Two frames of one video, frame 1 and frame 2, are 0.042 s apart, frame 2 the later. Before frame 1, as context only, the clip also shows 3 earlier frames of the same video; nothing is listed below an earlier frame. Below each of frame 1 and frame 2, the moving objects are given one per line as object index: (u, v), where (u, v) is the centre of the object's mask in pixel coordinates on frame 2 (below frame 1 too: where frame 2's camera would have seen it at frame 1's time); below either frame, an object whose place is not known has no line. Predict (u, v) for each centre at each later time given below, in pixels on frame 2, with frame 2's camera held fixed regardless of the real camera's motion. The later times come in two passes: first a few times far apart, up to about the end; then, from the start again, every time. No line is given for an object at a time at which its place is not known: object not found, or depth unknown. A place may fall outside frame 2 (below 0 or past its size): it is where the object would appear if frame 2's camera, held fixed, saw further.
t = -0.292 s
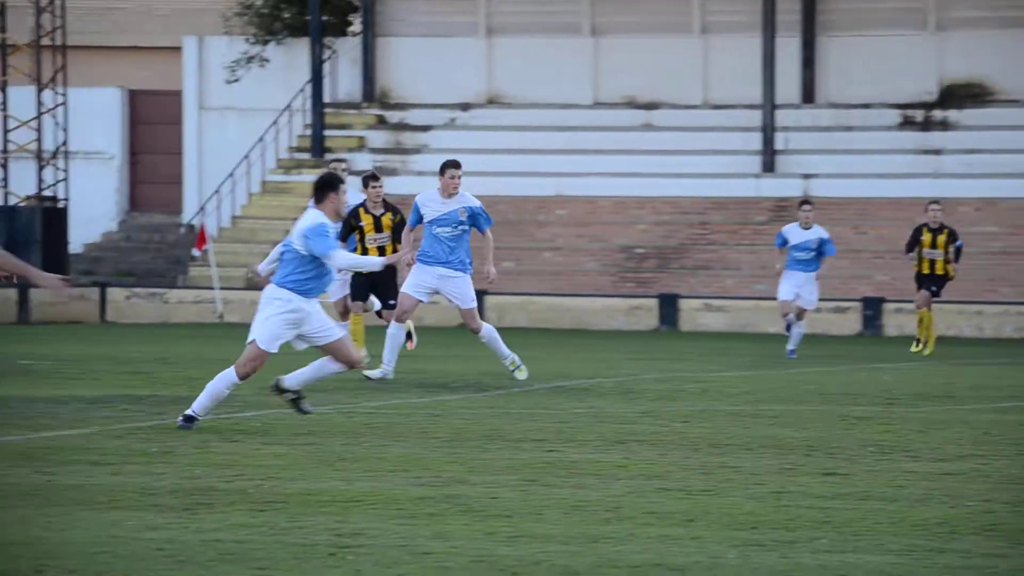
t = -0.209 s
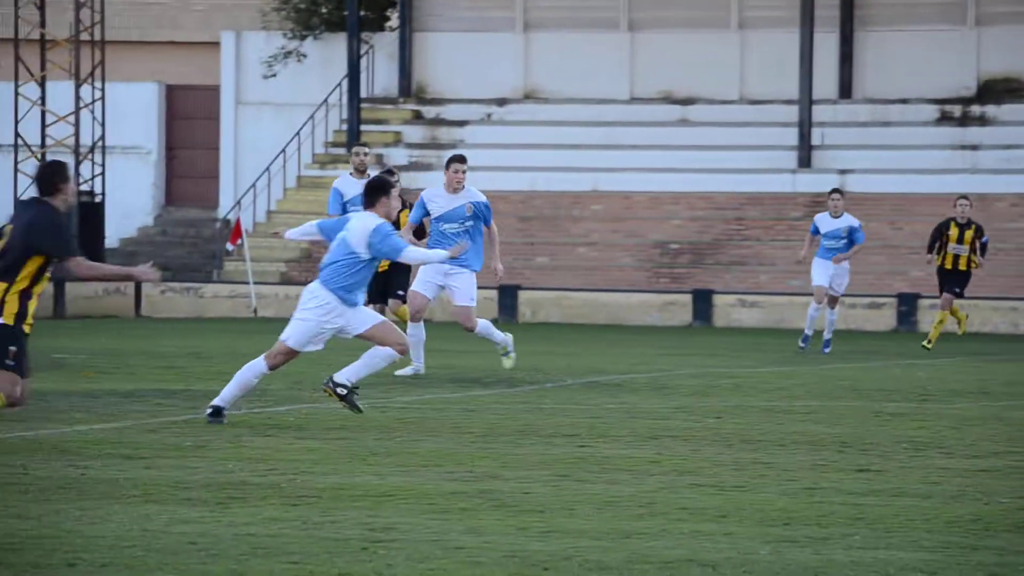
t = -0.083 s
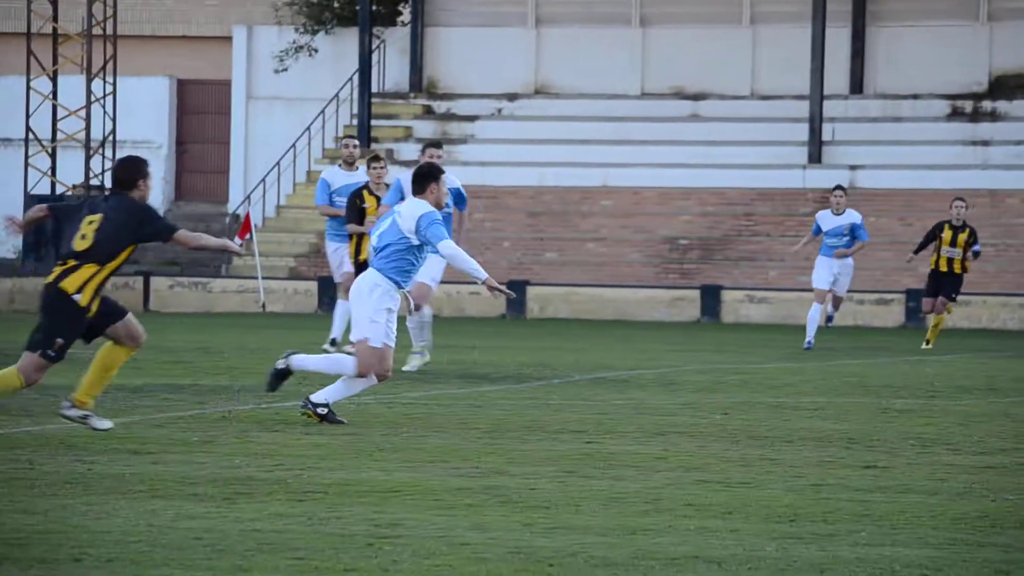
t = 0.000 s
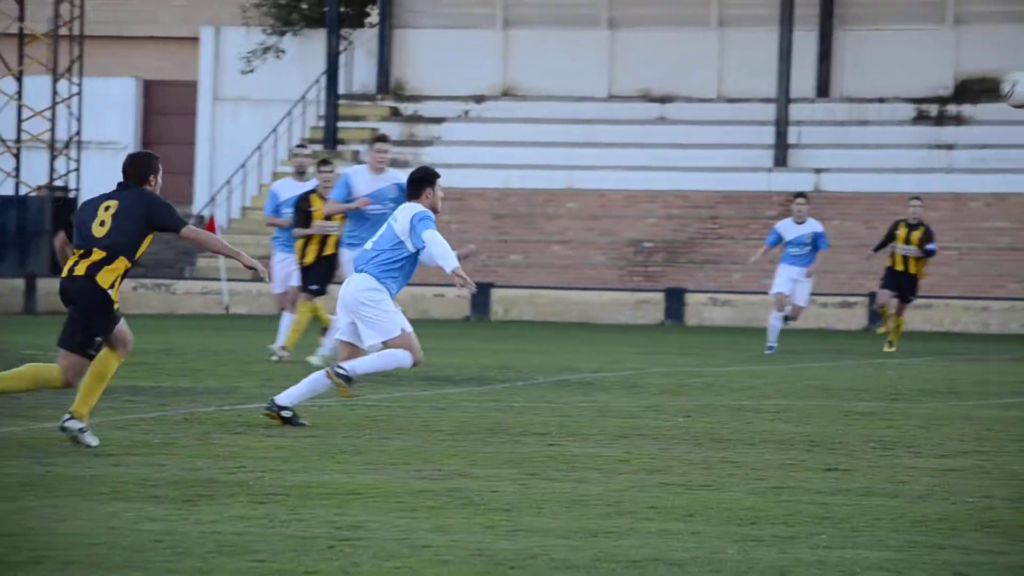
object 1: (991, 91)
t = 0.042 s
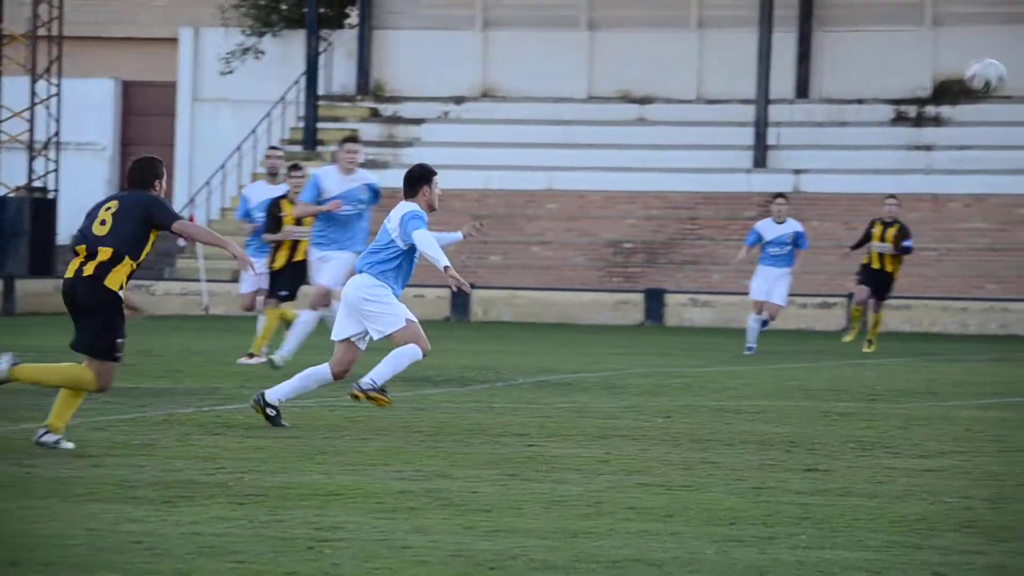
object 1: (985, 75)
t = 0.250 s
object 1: (912, 42)
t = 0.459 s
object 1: (822, 91)
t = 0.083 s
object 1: (972, 61)
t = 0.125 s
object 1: (956, 53)
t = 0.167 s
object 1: (942, 46)
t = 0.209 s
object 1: (927, 43)
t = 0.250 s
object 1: (912, 42)
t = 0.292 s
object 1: (895, 45)
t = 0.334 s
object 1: (878, 51)
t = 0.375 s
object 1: (861, 61)
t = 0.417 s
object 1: (841, 74)
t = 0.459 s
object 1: (822, 91)
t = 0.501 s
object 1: (805, 111)
